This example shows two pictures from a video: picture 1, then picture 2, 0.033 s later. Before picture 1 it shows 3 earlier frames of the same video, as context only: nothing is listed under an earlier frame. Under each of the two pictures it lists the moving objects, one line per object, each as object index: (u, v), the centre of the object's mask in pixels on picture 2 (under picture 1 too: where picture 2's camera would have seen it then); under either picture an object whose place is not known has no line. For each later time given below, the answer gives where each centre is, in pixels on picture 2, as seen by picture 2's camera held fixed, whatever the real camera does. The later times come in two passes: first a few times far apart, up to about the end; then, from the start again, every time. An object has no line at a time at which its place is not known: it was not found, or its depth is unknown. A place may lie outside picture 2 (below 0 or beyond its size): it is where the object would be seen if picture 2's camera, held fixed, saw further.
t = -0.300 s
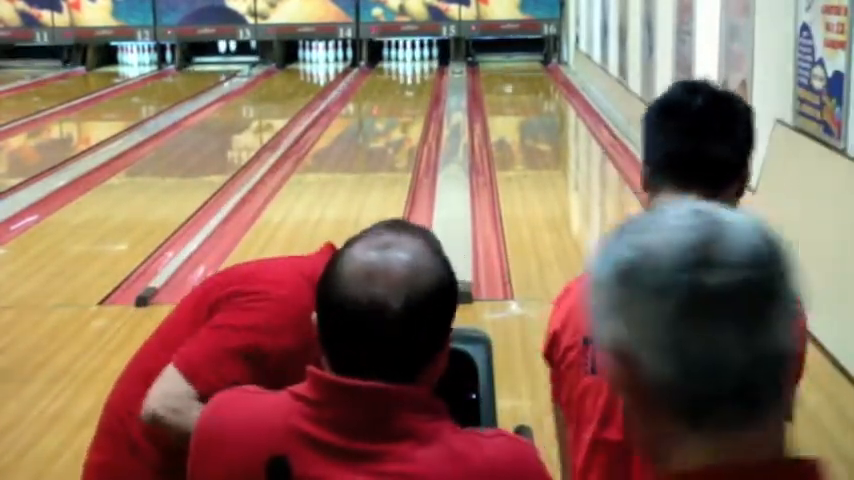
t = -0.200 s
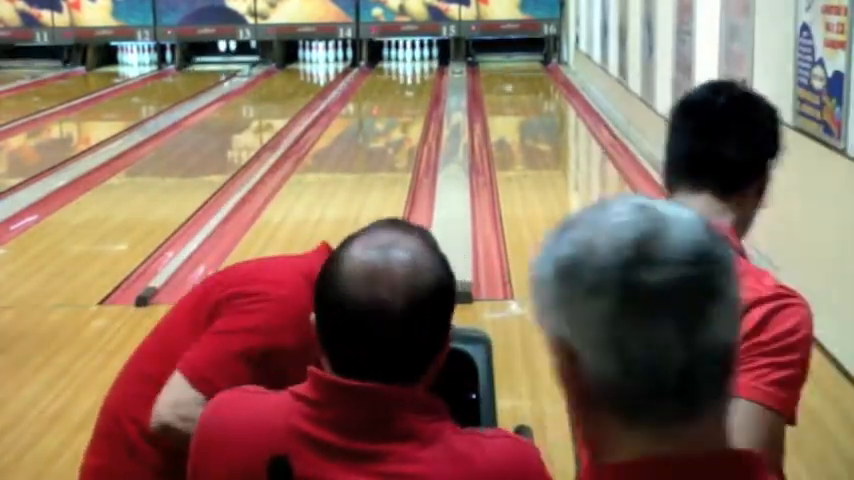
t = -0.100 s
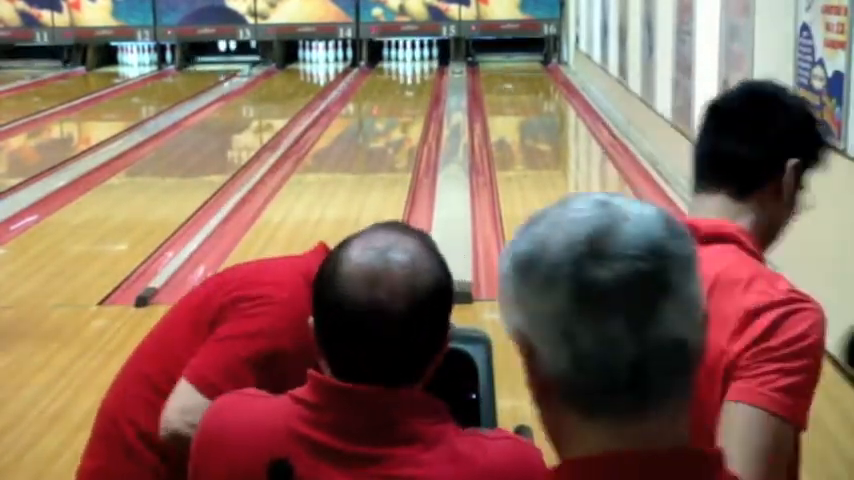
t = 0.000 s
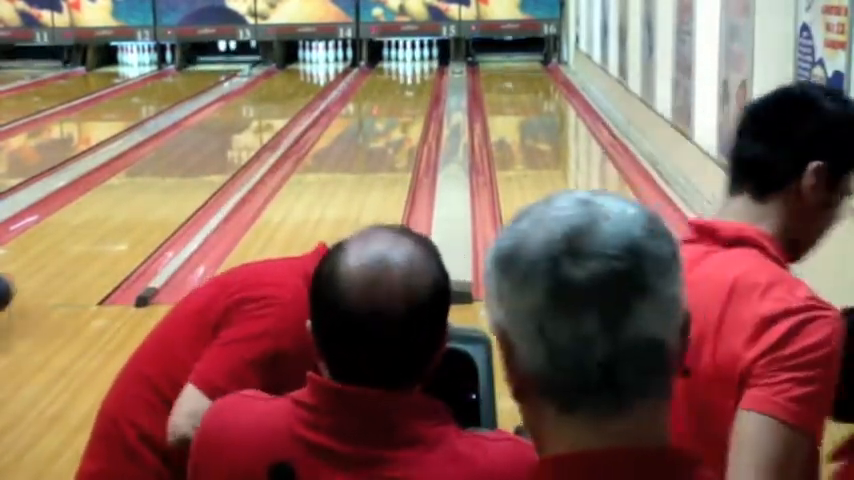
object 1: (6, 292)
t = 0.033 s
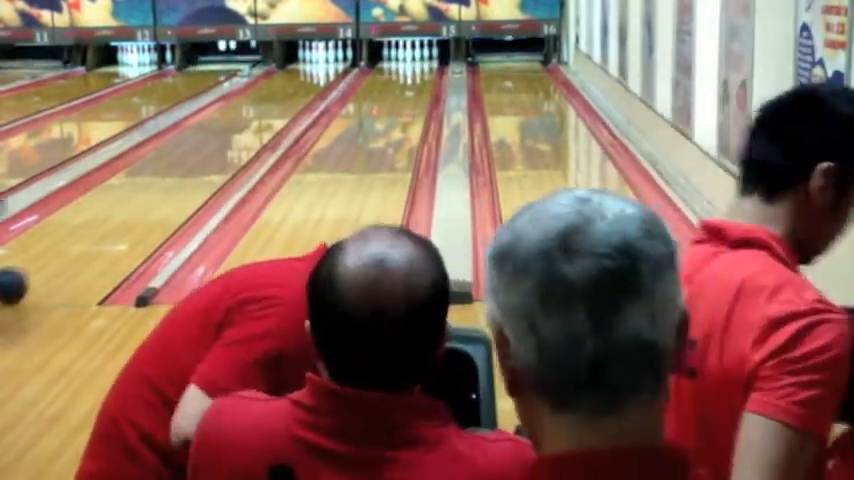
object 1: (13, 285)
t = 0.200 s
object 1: (69, 249)
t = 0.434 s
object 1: (130, 205)
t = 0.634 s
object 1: (168, 176)
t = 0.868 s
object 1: (203, 152)
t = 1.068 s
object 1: (226, 134)
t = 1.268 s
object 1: (245, 119)
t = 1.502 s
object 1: (263, 105)
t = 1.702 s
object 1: (277, 95)
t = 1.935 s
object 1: (289, 86)
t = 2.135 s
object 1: (298, 79)
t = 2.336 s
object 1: (304, 71)
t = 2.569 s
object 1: (310, 64)
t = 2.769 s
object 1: (313, 60)
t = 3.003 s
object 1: (308, 56)
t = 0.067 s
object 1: (22, 282)
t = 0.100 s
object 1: (35, 272)
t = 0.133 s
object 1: (46, 264)
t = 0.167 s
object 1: (58, 257)
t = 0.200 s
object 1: (69, 249)
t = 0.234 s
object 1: (79, 242)
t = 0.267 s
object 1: (88, 235)
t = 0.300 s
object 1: (97, 228)
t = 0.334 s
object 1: (106, 222)
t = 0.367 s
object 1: (114, 217)
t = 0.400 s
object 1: (122, 210)
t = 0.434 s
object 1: (130, 205)
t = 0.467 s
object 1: (137, 199)
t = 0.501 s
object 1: (144, 194)
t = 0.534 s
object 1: (150, 189)
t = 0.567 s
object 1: (157, 185)
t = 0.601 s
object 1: (162, 181)
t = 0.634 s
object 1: (168, 176)
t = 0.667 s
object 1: (174, 173)
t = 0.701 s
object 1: (179, 169)
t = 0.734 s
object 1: (185, 164)
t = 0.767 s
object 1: (189, 161)
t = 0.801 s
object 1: (194, 158)
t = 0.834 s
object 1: (199, 155)
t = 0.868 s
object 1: (203, 152)
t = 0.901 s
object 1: (207, 148)
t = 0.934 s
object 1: (211, 145)
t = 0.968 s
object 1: (215, 142)
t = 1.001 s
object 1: (219, 139)
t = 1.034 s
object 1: (222, 137)
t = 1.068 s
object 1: (226, 134)
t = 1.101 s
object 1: (229, 131)
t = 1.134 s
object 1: (233, 128)
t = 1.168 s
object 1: (236, 126)
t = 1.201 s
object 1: (239, 124)
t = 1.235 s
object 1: (242, 121)
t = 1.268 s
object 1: (245, 119)
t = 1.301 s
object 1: (248, 117)
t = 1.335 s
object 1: (251, 115)
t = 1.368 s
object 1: (254, 113)
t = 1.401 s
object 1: (256, 111)
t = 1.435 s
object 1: (258, 109)
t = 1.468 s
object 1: (261, 107)
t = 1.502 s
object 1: (263, 105)
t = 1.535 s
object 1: (265, 104)
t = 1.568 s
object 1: (267, 102)
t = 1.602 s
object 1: (270, 100)
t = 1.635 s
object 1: (272, 99)
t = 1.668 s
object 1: (275, 97)
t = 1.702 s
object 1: (277, 95)
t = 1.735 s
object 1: (279, 93)
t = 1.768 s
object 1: (280, 92)
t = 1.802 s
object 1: (282, 90)
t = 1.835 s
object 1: (284, 89)
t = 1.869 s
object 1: (286, 88)
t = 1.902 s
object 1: (287, 87)
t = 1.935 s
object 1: (289, 86)
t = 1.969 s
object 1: (291, 84)
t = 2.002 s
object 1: (292, 83)
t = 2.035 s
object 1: (294, 82)
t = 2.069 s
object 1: (295, 81)
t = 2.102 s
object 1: (296, 80)
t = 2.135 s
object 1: (298, 79)
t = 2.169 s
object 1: (299, 78)
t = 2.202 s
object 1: (300, 77)
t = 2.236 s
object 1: (301, 75)
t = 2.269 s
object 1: (302, 74)
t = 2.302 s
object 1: (303, 72)
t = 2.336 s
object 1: (304, 71)
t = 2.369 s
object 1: (305, 70)
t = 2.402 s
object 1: (306, 69)
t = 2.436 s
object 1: (307, 68)
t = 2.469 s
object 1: (308, 68)
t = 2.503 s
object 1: (309, 65)
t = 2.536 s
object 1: (309, 65)
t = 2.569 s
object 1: (310, 64)
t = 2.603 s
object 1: (311, 64)
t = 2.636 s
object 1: (312, 63)
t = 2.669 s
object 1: (312, 62)
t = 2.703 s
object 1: (313, 62)
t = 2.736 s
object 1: (313, 61)
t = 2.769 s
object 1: (313, 60)
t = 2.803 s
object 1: (313, 60)
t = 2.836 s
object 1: (314, 59)
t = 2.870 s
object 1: (315, 58)
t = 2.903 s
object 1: (314, 57)
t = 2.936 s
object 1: (311, 57)
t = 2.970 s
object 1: (310, 56)
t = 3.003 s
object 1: (308, 56)
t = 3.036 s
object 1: (309, 56)
